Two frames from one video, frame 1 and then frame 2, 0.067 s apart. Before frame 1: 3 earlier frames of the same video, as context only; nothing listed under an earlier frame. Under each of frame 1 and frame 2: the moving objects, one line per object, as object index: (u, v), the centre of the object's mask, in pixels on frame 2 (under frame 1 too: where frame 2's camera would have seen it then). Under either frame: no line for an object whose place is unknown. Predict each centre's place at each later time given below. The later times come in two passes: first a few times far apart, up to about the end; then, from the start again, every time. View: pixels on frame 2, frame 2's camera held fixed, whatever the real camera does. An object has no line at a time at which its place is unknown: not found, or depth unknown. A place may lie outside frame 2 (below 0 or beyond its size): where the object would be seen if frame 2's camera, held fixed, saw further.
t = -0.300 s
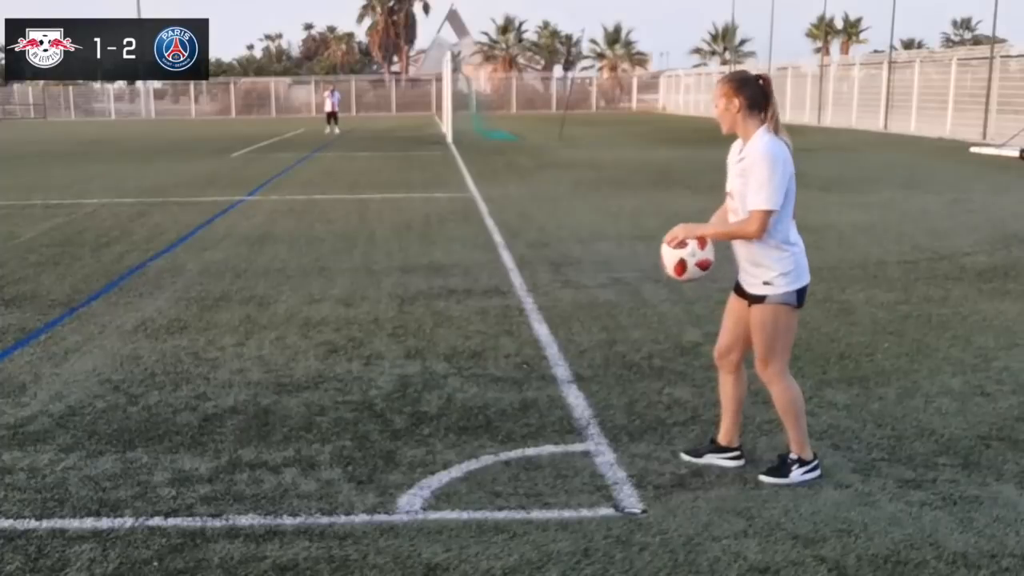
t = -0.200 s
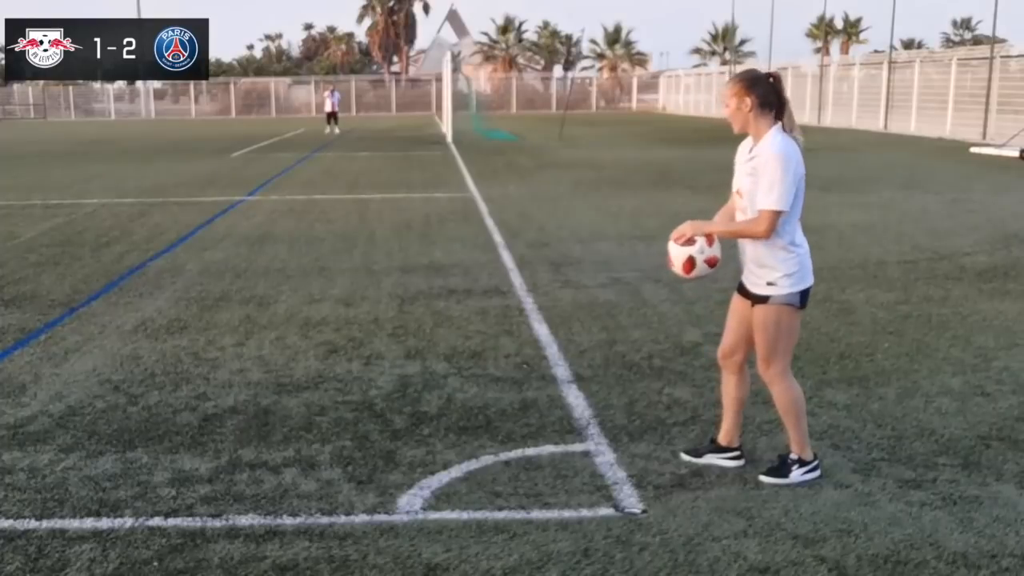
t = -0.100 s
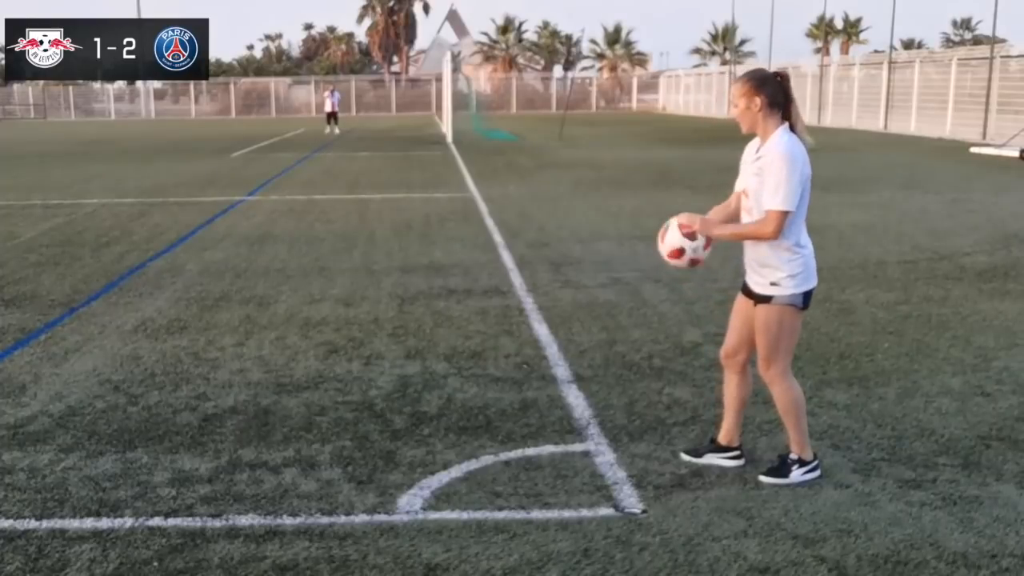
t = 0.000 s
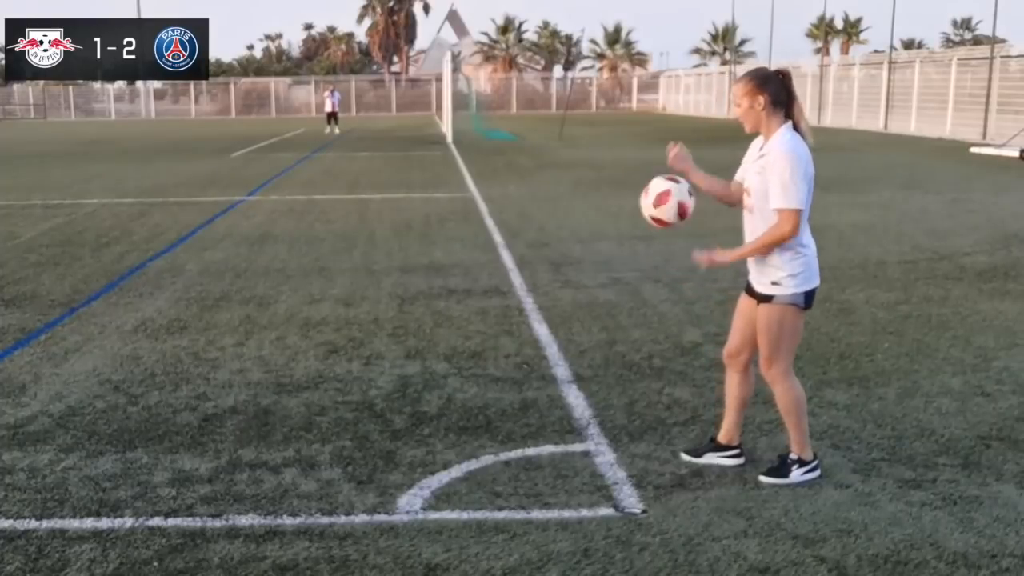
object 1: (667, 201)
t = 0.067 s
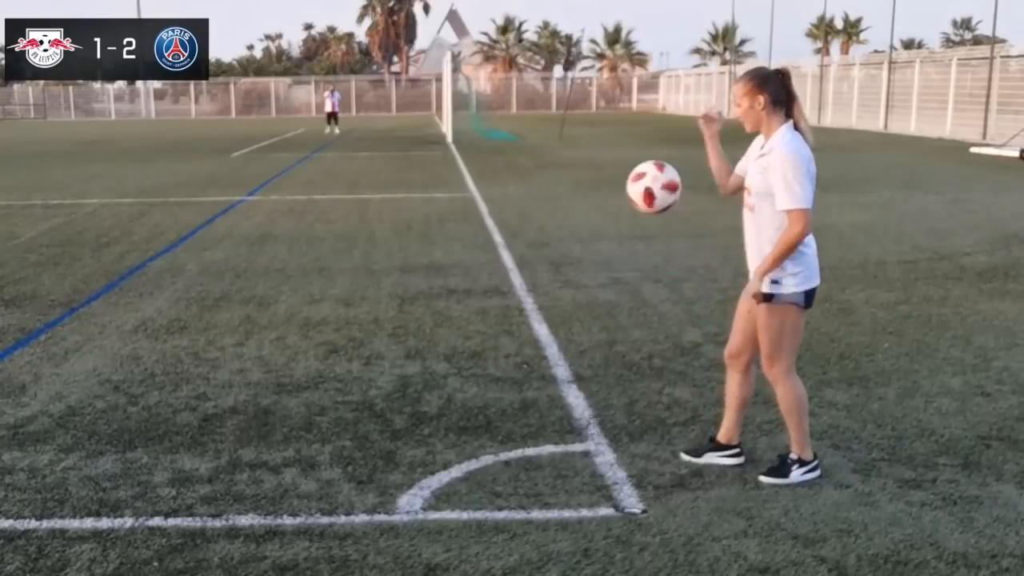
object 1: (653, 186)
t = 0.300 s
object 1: (603, 218)
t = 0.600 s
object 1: (539, 429)
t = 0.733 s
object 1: (566, 371)
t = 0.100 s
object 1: (646, 184)
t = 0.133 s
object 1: (639, 182)
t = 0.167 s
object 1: (632, 184)
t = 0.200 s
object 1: (625, 189)
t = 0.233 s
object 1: (618, 196)
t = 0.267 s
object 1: (611, 206)
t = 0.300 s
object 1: (603, 218)
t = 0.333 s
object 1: (595, 232)
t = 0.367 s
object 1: (588, 249)
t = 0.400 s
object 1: (581, 268)
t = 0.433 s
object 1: (574, 290)
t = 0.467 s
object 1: (567, 313)
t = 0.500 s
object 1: (560, 340)
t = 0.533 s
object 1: (552, 369)
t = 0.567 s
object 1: (545, 398)
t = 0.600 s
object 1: (539, 429)
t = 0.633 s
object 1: (545, 421)
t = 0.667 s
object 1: (550, 403)
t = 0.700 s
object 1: (559, 385)
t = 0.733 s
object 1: (566, 371)
